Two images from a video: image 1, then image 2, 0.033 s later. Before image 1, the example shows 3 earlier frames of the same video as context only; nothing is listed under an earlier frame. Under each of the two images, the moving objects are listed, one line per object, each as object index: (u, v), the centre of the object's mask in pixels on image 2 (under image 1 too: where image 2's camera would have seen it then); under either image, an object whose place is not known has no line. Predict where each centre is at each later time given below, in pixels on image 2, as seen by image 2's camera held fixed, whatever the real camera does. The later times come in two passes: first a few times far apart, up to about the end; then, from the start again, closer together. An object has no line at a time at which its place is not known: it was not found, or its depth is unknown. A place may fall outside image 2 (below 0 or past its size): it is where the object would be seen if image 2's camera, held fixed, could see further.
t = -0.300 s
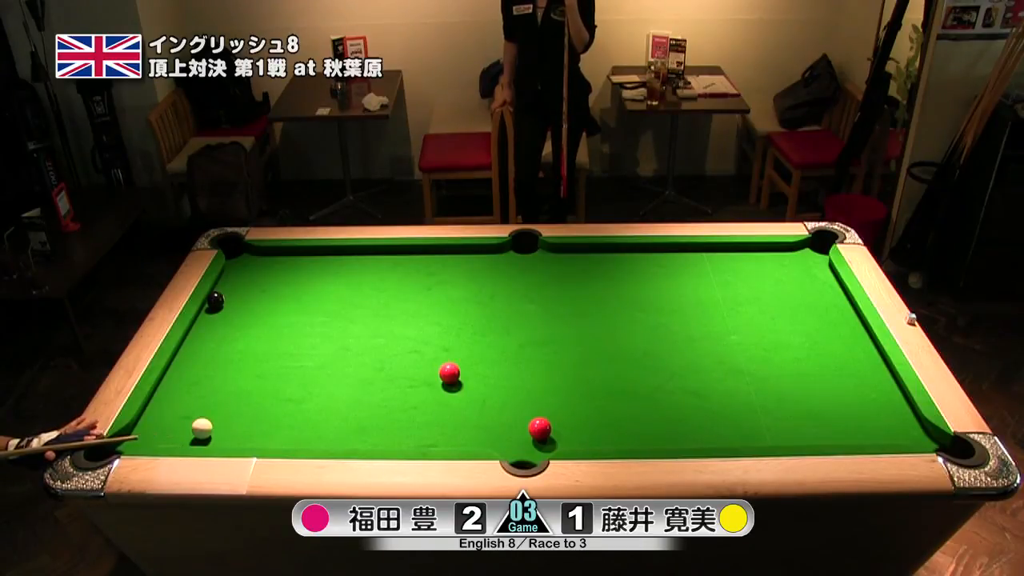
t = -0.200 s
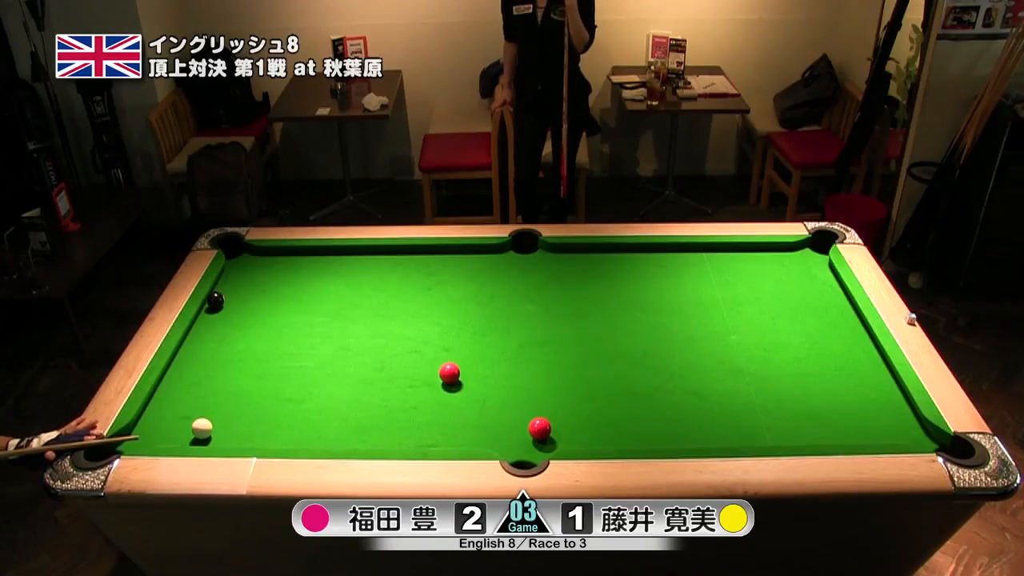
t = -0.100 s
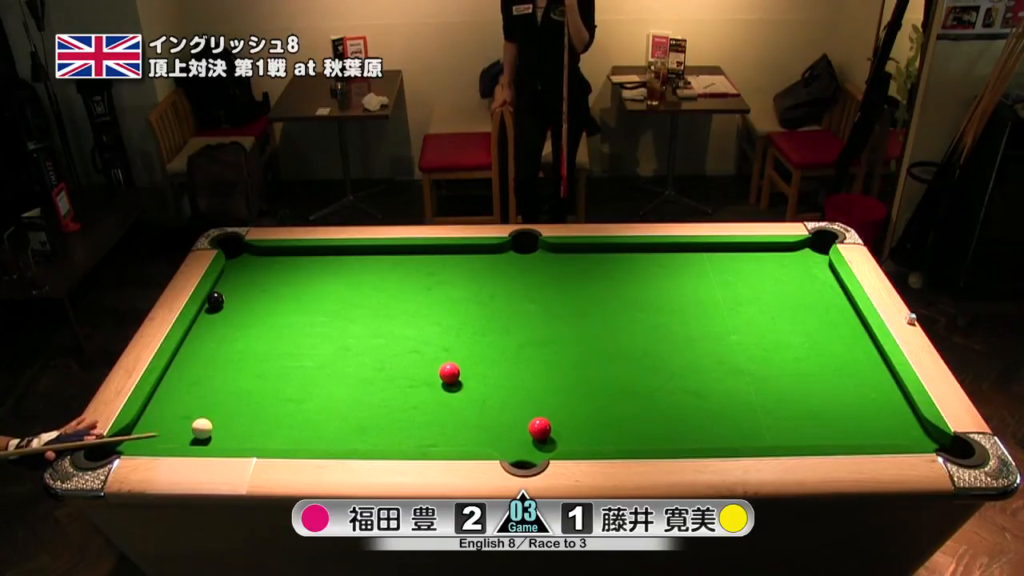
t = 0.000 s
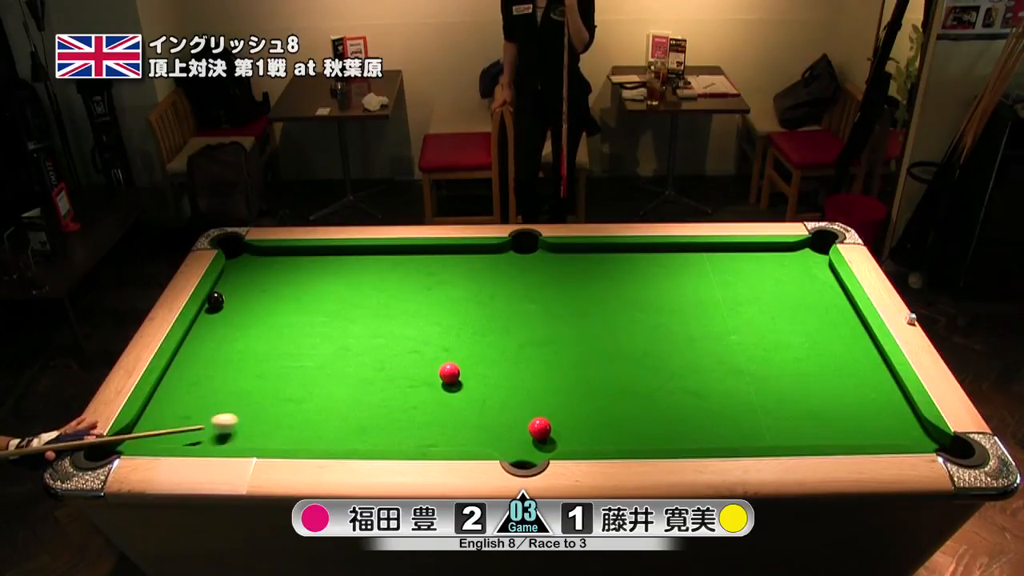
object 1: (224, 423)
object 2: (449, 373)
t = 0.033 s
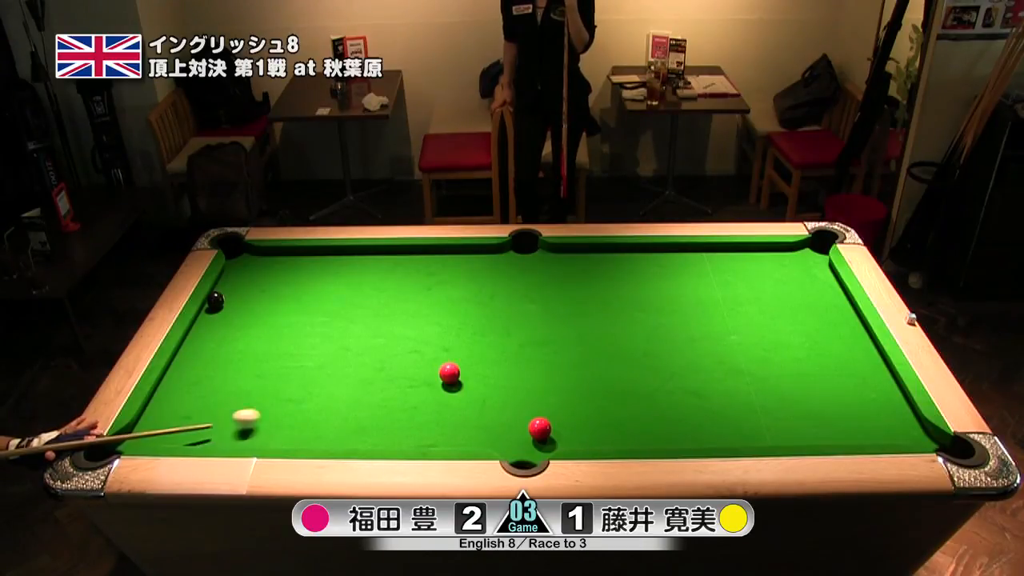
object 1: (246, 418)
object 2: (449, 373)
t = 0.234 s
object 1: (356, 395)
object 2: (449, 373)
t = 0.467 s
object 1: (433, 383)
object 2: (477, 363)
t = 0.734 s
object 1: (461, 388)
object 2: (541, 342)
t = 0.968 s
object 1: (483, 391)
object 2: (590, 326)
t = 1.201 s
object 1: (502, 394)
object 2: (633, 312)
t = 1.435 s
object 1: (519, 397)
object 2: (673, 298)
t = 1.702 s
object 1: (535, 400)
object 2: (713, 284)
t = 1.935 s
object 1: (546, 402)
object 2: (745, 272)
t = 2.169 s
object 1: (555, 404)
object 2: (774, 263)
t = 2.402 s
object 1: (560, 406)
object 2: (799, 253)
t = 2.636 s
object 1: (563, 407)
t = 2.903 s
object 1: (564, 407)
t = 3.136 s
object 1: (564, 407)
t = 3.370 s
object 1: (564, 407)
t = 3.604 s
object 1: (564, 407)
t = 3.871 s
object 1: (564, 407)
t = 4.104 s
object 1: (564, 407)
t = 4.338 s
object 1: (564, 407)
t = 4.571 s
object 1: (564, 407)
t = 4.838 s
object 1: (557, 403)
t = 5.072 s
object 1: (564, 407)
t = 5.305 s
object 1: (564, 407)
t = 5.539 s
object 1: (564, 407)
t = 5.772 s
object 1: (564, 407)
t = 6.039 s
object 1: (564, 407)
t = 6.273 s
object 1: (564, 407)
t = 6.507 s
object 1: (564, 407)
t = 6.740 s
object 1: (564, 407)
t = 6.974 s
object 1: (564, 407)
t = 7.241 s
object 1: (564, 407)
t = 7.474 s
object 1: (564, 407)
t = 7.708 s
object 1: (564, 407)
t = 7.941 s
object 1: (564, 407)
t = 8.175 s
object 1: (564, 407)
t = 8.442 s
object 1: (564, 407)
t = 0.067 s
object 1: (267, 413)
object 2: (449, 373)
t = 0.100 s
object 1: (287, 410)
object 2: (449, 373)
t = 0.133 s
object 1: (305, 406)
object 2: (449, 373)
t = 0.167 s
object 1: (323, 402)
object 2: (449, 373)
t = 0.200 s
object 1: (340, 399)
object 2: (449, 373)
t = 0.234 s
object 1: (356, 395)
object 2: (449, 373)
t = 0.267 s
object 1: (373, 391)
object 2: (449, 373)
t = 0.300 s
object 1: (389, 388)
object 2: (449, 373)
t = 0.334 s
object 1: (406, 384)
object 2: (449, 373)
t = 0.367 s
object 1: (422, 381)
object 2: (449, 373)
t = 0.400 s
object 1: (431, 380)
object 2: (455, 371)
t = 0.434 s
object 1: (432, 382)
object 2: (467, 367)
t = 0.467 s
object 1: (433, 383)
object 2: (477, 363)
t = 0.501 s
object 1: (436, 384)
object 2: (486, 360)
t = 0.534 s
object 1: (440, 385)
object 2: (495, 357)
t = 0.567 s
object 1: (443, 385)
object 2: (503, 355)
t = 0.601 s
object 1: (447, 386)
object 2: (511, 352)
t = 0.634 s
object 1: (450, 386)
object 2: (519, 350)
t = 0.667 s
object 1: (454, 387)
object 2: (526, 347)
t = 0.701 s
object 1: (457, 387)
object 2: (534, 345)
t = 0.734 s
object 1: (461, 388)
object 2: (541, 342)
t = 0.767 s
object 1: (464, 388)
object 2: (548, 340)
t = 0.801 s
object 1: (467, 389)
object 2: (555, 338)
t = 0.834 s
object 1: (470, 389)
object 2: (562, 335)
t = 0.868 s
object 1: (474, 390)
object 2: (569, 333)
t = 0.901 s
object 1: (476, 390)
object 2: (576, 331)
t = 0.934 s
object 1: (480, 391)
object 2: (583, 329)
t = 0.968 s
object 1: (483, 391)
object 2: (590, 326)
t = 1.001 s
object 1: (485, 391)
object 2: (596, 324)
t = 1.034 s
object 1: (488, 392)
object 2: (602, 322)
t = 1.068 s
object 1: (491, 392)
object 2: (609, 320)
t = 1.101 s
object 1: (494, 393)
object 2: (615, 318)
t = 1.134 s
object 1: (497, 393)
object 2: (621, 316)
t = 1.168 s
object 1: (500, 394)
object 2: (627, 314)
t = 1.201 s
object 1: (502, 394)
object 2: (633, 312)
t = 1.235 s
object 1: (505, 394)
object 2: (639, 310)
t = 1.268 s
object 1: (507, 395)
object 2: (645, 308)
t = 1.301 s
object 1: (509, 395)
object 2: (651, 306)
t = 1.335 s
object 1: (512, 396)
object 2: (657, 304)
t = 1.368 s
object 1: (514, 396)
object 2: (662, 302)
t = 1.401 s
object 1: (517, 396)
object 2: (668, 300)
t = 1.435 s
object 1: (519, 397)
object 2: (673, 298)
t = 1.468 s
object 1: (521, 397)
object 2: (678, 296)
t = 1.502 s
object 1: (523, 397)
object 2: (684, 294)
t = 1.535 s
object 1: (525, 398)
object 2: (689, 292)
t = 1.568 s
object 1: (527, 398)
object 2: (694, 291)
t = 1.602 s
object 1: (529, 399)
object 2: (699, 289)
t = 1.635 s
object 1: (531, 399)
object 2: (704, 287)
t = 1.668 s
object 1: (533, 399)
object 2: (709, 285)
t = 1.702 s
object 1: (535, 400)
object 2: (713, 284)
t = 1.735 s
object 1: (537, 400)
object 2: (718, 282)
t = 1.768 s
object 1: (538, 400)
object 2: (723, 281)
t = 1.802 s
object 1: (540, 401)
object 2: (728, 279)
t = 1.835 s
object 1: (542, 401)
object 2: (732, 277)
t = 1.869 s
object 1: (543, 401)
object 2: (736, 276)
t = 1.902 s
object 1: (545, 402)
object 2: (741, 274)
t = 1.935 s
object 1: (546, 402)
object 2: (745, 272)
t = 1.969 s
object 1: (547, 402)
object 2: (750, 271)
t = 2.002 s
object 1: (549, 403)
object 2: (754, 270)
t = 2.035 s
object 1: (550, 403)
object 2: (758, 269)
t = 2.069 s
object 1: (551, 403)
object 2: (762, 267)
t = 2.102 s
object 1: (552, 404)
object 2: (766, 265)
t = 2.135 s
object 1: (553, 404)
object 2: (770, 264)
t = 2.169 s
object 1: (555, 404)
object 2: (774, 263)
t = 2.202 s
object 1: (555, 405)
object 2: (777, 262)
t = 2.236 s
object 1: (556, 405)
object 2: (781, 260)
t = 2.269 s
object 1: (557, 405)
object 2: (785, 259)
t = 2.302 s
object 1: (558, 406)
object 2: (789, 257)
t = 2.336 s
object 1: (559, 406)
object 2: (792, 256)
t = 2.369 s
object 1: (559, 406)
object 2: (796, 255)
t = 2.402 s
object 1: (560, 406)
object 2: (799, 253)
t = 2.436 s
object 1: (560, 406)
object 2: (803, 252)
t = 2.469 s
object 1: (561, 407)
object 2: (806, 251)
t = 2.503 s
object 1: (562, 407)
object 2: (809, 250)
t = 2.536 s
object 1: (562, 407)
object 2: (812, 249)
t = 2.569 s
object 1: (562, 407)
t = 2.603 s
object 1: (563, 407)
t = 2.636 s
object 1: (563, 407)
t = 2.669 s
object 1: (563, 407)
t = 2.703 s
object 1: (564, 407)
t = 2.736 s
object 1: (564, 407)
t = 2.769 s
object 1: (564, 407)
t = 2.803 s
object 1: (564, 407)
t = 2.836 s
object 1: (564, 407)
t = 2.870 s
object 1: (564, 407)
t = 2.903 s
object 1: (564, 407)
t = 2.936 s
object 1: (564, 407)
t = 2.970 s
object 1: (564, 407)
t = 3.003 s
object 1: (564, 407)
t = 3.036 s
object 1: (564, 407)
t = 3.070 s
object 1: (564, 407)
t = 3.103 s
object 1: (564, 407)
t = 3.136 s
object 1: (564, 407)
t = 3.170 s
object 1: (564, 407)
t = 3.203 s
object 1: (564, 407)
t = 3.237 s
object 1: (564, 407)
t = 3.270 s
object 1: (564, 407)
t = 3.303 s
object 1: (564, 407)
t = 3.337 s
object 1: (564, 407)
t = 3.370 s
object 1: (564, 407)
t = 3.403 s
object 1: (564, 407)
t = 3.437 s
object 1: (564, 407)
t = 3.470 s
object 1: (564, 407)
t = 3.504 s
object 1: (564, 407)
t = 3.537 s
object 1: (564, 407)
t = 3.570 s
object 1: (564, 407)
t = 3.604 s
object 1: (564, 407)
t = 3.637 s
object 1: (564, 407)
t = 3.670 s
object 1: (564, 407)
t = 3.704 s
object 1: (564, 407)
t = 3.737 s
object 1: (564, 407)
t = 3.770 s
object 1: (564, 407)
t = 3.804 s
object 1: (564, 407)
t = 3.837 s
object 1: (564, 407)
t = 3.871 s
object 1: (564, 407)
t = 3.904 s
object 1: (564, 407)
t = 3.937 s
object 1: (564, 407)
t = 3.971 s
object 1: (564, 407)
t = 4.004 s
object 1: (564, 407)
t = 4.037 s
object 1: (564, 407)
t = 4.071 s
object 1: (564, 407)
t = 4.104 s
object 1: (564, 407)
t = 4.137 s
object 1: (564, 407)
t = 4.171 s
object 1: (564, 407)
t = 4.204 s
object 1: (564, 407)
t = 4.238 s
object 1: (564, 407)
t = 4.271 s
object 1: (564, 407)
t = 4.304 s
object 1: (564, 407)
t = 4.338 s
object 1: (564, 407)
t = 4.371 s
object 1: (564, 407)
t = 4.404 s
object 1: (564, 407)
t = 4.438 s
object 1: (564, 407)
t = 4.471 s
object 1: (564, 407)
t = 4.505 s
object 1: (564, 407)
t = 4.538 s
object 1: (564, 407)
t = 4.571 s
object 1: (564, 407)
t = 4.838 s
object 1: (557, 403)
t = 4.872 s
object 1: (564, 406)
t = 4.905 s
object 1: (564, 407)
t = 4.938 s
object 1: (564, 407)
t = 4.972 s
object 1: (564, 407)
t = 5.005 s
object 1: (564, 407)
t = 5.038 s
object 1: (564, 407)
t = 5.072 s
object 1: (564, 407)
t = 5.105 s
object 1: (564, 407)
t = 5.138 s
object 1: (564, 407)
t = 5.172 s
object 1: (564, 407)
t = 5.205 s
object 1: (564, 407)
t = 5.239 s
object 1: (564, 407)
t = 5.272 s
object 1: (564, 407)
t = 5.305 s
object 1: (564, 407)
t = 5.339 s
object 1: (564, 407)
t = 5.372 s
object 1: (564, 407)
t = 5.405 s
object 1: (564, 407)
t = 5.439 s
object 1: (564, 407)
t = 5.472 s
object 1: (564, 407)
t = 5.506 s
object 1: (564, 407)
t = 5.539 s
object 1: (564, 407)
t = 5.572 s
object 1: (564, 407)
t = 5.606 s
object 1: (564, 407)
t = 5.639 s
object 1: (564, 407)
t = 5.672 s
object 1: (564, 407)
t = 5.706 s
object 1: (564, 407)
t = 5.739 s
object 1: (564, 407)
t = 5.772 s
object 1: (564, 407)
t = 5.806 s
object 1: (564, 407)
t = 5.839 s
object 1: (564, 407)
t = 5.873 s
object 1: (564, 407)
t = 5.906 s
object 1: (564, 407)
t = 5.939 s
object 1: (564, 407)
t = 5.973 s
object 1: (564, 407)
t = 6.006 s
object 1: (564, 407)
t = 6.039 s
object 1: (564, 407)
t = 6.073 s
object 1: (564, 407)
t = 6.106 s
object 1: (564, 407)
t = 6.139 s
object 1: (564, 407)
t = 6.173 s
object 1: (564, 407)
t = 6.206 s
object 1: (564, 407)
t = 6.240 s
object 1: (564, 407)
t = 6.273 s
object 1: (564, 407)
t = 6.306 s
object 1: (564, 407)
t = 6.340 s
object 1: (564, 407)
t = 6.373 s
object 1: (564, 407)
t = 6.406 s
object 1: (564, 407)
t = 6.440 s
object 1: (564, 407)
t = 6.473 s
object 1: (564, 407)
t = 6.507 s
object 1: (564, 407)
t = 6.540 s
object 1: (564, 407)
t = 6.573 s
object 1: (564, 407)
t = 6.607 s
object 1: (564, 407)
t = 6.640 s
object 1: (564, 407)
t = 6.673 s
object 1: (564, 407)
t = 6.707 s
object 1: (564, 407)
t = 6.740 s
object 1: (564, 407)
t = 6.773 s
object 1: (564, 407)
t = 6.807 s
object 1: (564, 407)
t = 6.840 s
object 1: (564, 407)
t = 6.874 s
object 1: (564, 407)
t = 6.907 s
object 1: (564, 407)
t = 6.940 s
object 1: (564, 407)
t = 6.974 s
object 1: (564, 407)
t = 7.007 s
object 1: (564, 407)
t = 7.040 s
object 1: (564, 407)
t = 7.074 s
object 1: (564, 407)
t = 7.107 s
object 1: (564, 407)
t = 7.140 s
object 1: (564, 407)
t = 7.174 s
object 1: (564, 407)
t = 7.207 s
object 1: (564, 407)
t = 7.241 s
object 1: (564, 407)
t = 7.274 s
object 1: (564, 407)
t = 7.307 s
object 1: (564, 407)
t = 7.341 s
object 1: (564, 407)
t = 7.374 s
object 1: (564, 407)
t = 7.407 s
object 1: (564, 407)
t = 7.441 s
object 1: (564, 407)
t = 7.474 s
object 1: (564, 407)
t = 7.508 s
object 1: (564, 407)
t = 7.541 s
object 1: (564, 407)
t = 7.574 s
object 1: (564, 407)
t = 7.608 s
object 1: (564, 407)
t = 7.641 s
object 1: (564, 407)
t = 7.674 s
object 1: (564, 407)
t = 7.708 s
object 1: (564, 407)
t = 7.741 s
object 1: (564, 407)
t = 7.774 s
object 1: (564, 407)
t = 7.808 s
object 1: (564, 407)
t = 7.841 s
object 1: (564, 407)
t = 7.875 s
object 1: (564, 407)
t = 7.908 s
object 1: (564, 407)
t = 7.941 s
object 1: (564, 407)
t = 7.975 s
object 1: (564, 407)
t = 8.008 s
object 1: (564, 407)
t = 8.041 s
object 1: (564, 407)
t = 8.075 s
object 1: (564, 407)
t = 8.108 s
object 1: (564, 407)
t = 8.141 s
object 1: (564, 407)
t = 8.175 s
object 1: (564, 407)
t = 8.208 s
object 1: (564, 407)
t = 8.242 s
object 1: (564, 407)
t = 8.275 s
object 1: (564, 407)
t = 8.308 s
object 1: (564, 407)
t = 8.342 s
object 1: (564, 407)
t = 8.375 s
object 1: (564, 407)
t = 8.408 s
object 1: (564, 407)
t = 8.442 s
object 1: (564, 407)
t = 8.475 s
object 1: (564, 407)
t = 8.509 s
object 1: (564, 407)
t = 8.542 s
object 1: (564, 407)
